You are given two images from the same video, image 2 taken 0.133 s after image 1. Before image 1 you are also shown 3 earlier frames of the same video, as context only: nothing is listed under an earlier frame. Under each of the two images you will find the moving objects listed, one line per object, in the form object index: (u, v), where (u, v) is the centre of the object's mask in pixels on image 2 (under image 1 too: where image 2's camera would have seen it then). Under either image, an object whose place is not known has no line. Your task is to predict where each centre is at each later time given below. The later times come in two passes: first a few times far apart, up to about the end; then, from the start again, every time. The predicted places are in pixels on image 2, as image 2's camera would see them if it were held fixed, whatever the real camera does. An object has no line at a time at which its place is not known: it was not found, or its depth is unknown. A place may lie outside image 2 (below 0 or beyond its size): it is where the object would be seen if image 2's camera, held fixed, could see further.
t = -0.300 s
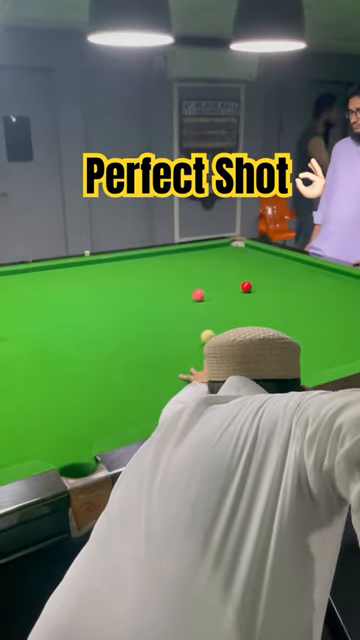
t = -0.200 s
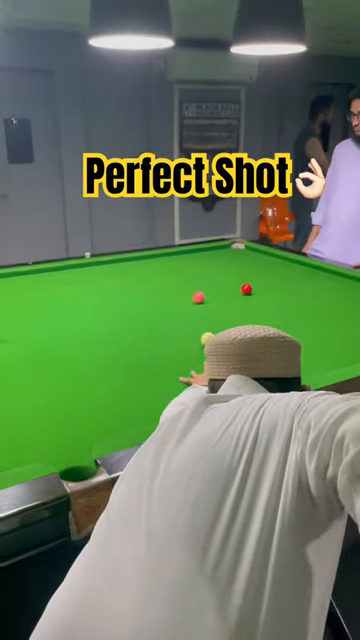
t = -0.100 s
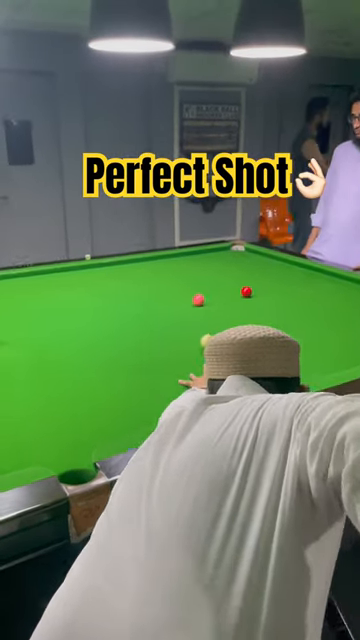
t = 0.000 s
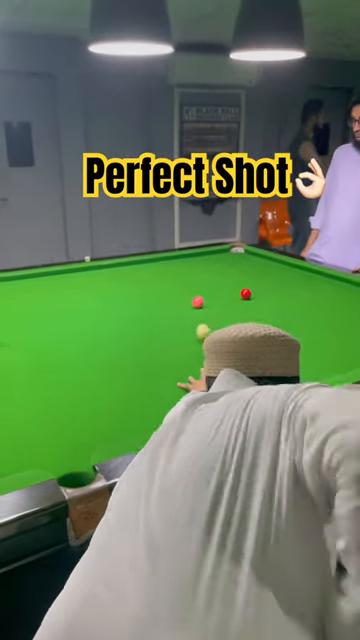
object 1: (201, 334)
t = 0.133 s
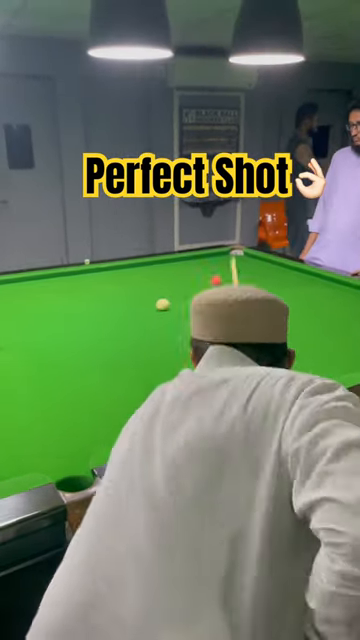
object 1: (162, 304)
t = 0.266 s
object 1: (116, 300)
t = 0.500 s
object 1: (50, 299)
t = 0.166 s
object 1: (150, 303)
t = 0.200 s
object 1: (138, 302)
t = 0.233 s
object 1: (127, 301)
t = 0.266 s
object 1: (116, 300)
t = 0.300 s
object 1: (106, 299)
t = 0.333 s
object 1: (96, 299)
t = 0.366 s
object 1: (87, 299)
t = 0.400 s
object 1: (77, 299)
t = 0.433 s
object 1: (68, 299)
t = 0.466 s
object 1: (59, 299)
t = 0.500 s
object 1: (50, 299)
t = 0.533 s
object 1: (41, 300)
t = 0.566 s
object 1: (33, 300)
